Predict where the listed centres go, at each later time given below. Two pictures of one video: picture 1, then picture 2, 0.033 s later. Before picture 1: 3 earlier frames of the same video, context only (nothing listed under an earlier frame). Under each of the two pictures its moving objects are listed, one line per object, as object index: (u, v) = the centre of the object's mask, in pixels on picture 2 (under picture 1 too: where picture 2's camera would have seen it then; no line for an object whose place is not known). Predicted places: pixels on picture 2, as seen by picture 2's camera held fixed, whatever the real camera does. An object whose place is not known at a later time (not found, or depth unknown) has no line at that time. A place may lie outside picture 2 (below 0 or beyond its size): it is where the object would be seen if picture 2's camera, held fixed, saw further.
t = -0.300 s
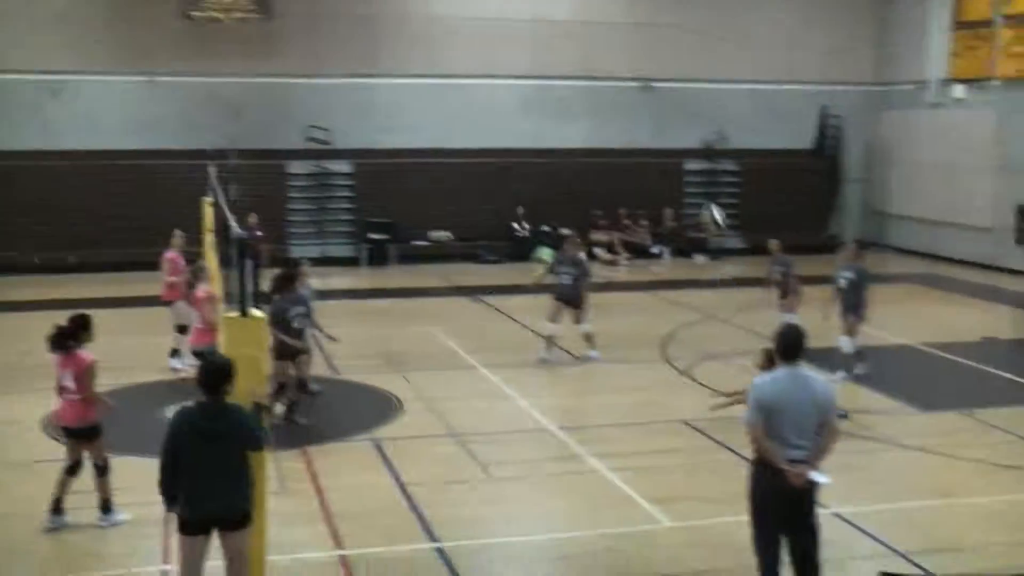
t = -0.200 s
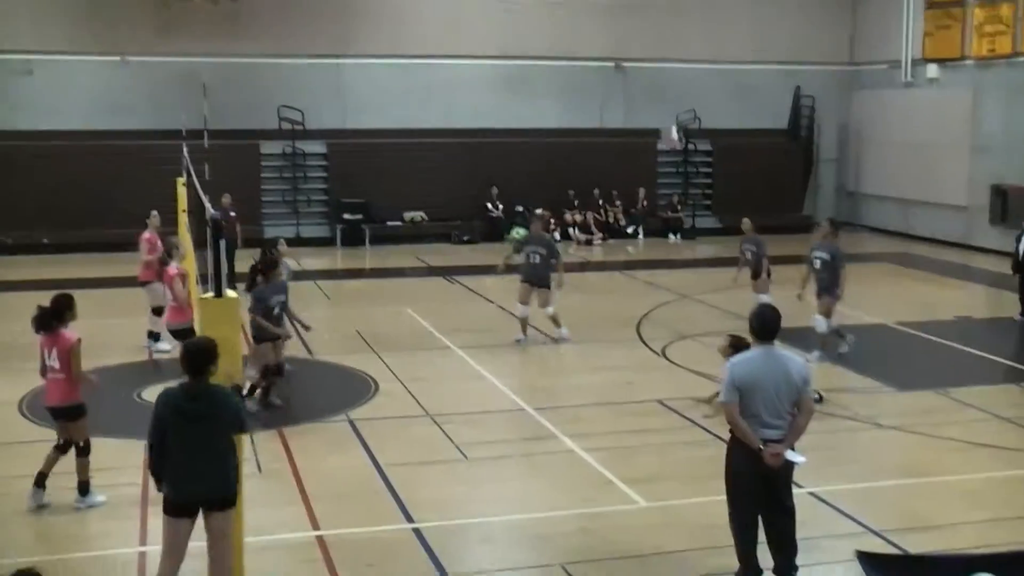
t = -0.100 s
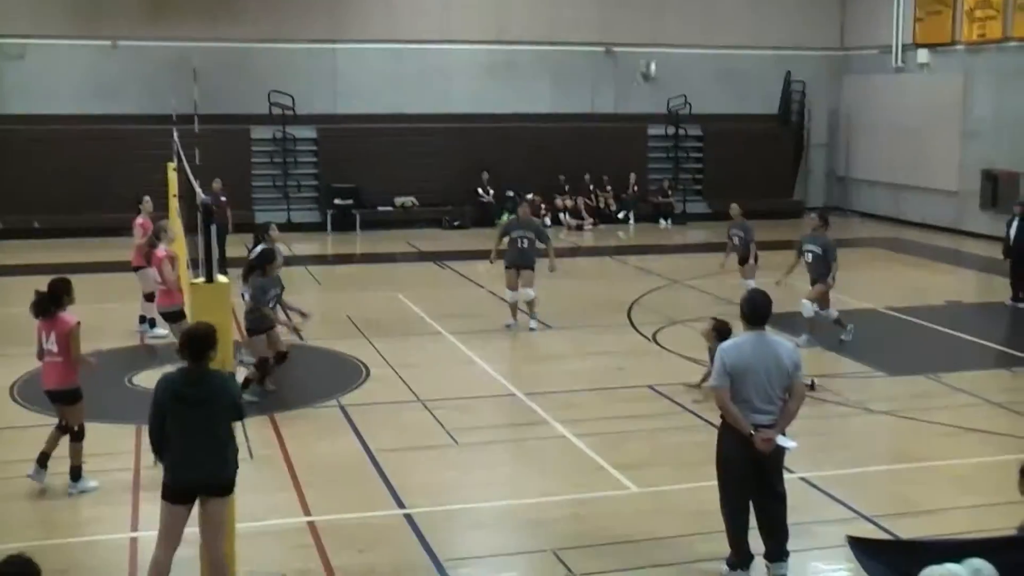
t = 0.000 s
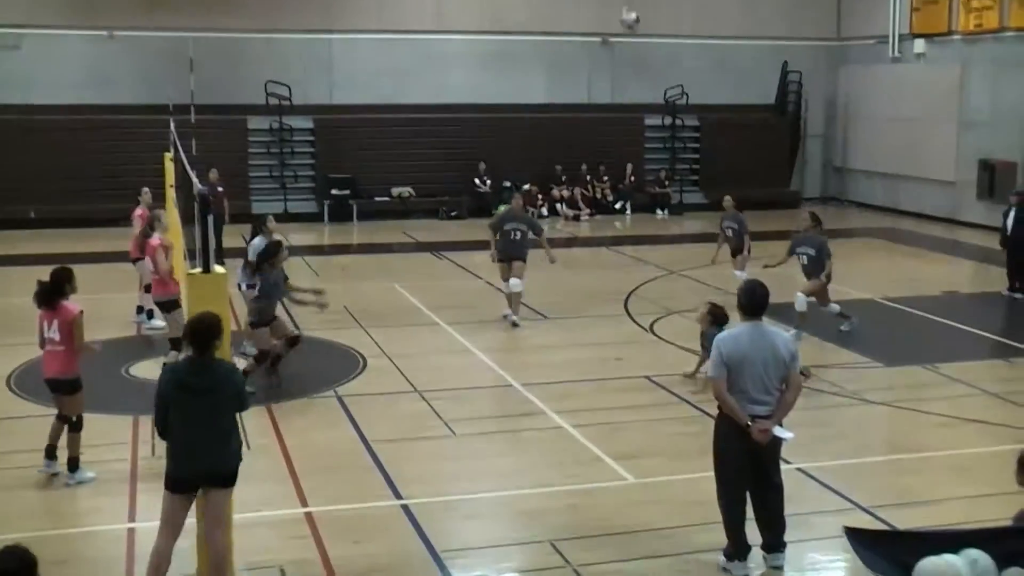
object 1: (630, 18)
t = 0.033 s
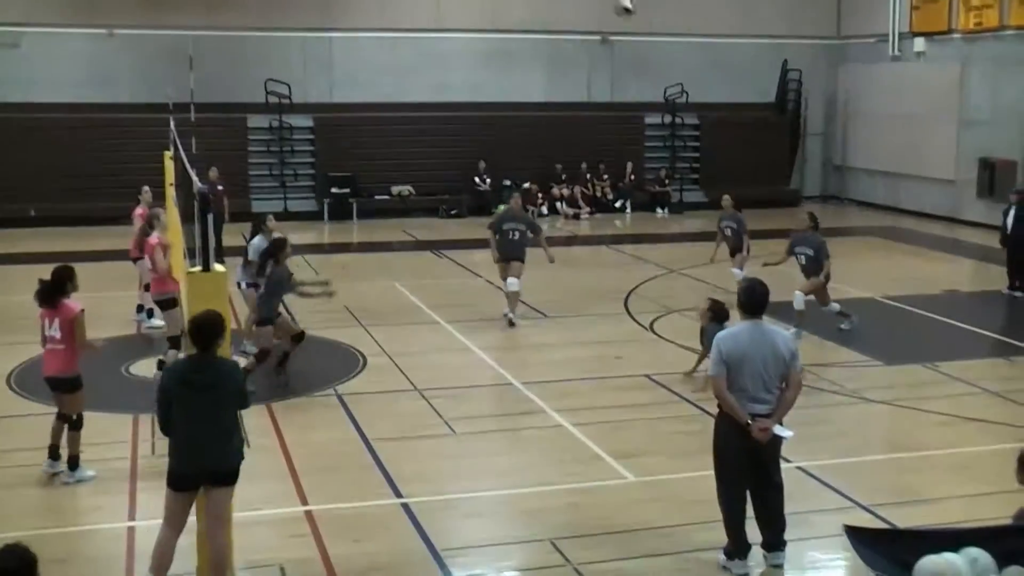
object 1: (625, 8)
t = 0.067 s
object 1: (620, 5)
